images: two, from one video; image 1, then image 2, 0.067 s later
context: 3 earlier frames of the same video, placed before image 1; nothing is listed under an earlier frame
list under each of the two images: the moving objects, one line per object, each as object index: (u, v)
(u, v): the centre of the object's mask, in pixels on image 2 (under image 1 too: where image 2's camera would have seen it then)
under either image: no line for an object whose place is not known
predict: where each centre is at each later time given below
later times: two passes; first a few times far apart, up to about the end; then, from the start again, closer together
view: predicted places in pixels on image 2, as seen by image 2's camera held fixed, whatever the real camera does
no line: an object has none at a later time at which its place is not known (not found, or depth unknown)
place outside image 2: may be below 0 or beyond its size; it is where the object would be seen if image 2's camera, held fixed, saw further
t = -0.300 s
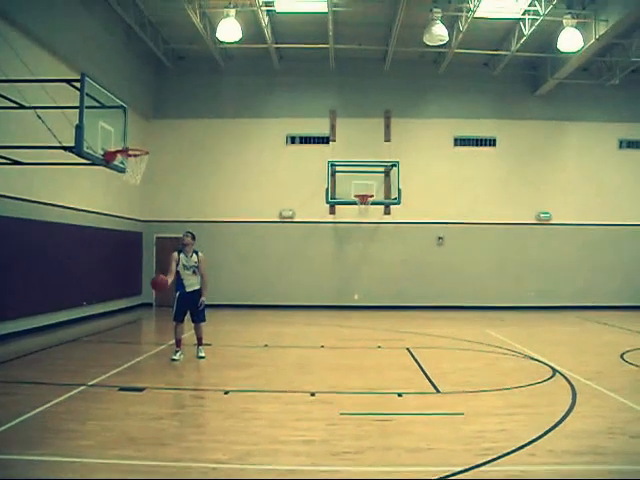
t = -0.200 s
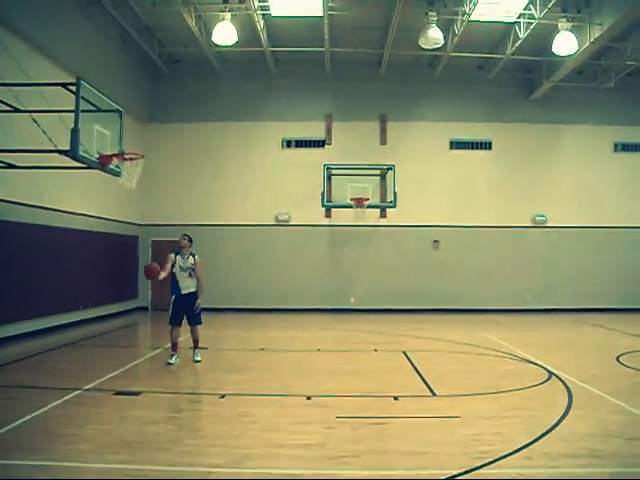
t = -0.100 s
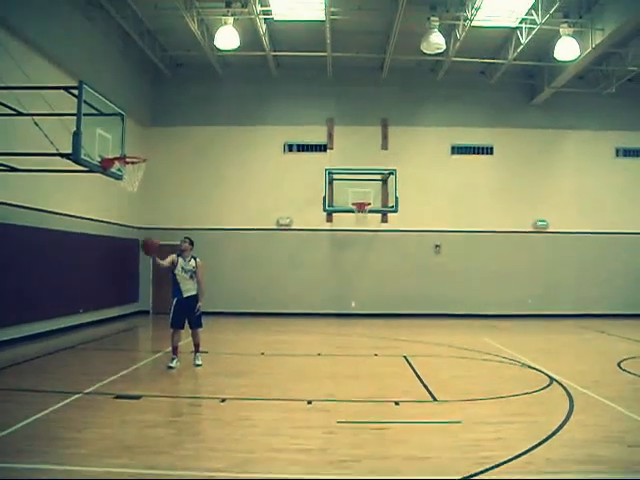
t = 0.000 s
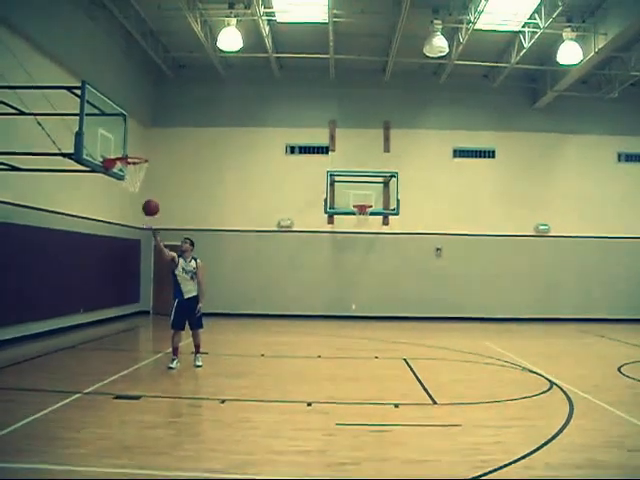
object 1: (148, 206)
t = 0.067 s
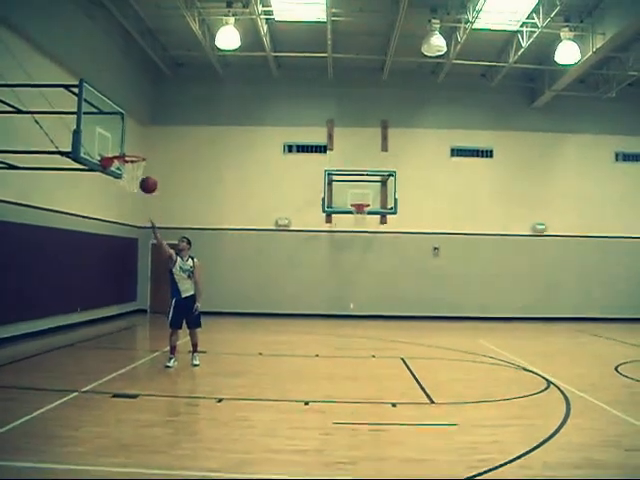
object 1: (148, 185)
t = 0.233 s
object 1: (149, 146)
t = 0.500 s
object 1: (149, 124)
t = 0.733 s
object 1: (147, 144)
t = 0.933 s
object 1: (144, 191)
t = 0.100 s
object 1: (148, 175)
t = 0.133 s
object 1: (148, 167)
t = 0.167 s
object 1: (148, 159)
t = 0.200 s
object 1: (149, 152)
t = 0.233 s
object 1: (149, 146)
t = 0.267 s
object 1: (149, 141)
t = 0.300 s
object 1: (149, 136)
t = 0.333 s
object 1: (150, 133)
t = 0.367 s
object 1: (149, 129)
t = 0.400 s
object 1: (149, 127)
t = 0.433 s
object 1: (149, 125)
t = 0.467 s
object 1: (149, 124)
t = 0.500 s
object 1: (149, 124)
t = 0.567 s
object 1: (149, 126)
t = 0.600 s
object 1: (149, 128)
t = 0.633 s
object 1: (149, 131)
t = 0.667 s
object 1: (148, 134)
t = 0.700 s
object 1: (147, 139)
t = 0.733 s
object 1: (147, 144)
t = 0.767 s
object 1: (147, 150)
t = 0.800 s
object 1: (146, 156)
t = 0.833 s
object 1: (146, 164)
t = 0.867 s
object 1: (145, 172)
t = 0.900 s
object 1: (144, 181)
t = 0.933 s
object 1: (144, 191)
